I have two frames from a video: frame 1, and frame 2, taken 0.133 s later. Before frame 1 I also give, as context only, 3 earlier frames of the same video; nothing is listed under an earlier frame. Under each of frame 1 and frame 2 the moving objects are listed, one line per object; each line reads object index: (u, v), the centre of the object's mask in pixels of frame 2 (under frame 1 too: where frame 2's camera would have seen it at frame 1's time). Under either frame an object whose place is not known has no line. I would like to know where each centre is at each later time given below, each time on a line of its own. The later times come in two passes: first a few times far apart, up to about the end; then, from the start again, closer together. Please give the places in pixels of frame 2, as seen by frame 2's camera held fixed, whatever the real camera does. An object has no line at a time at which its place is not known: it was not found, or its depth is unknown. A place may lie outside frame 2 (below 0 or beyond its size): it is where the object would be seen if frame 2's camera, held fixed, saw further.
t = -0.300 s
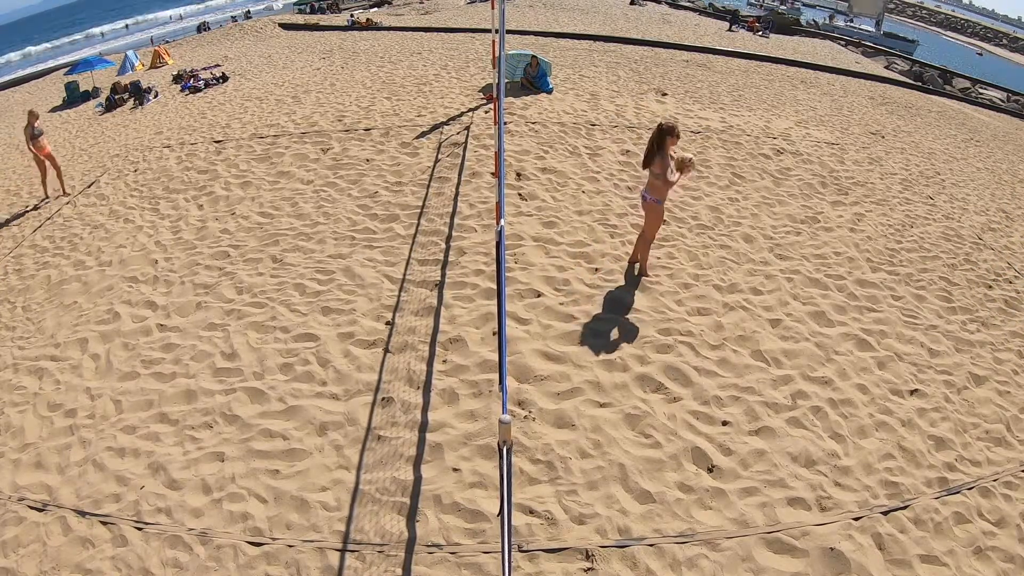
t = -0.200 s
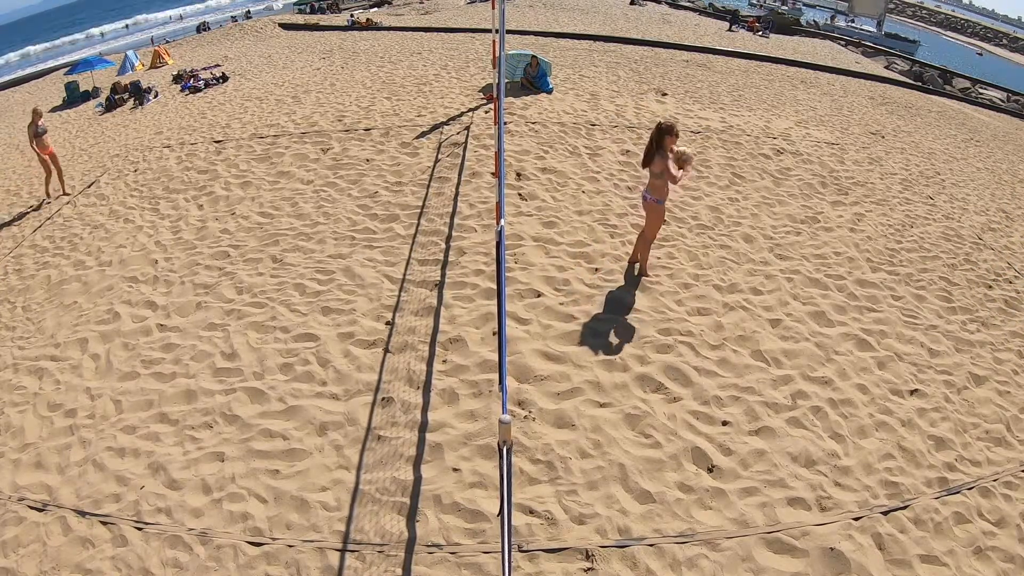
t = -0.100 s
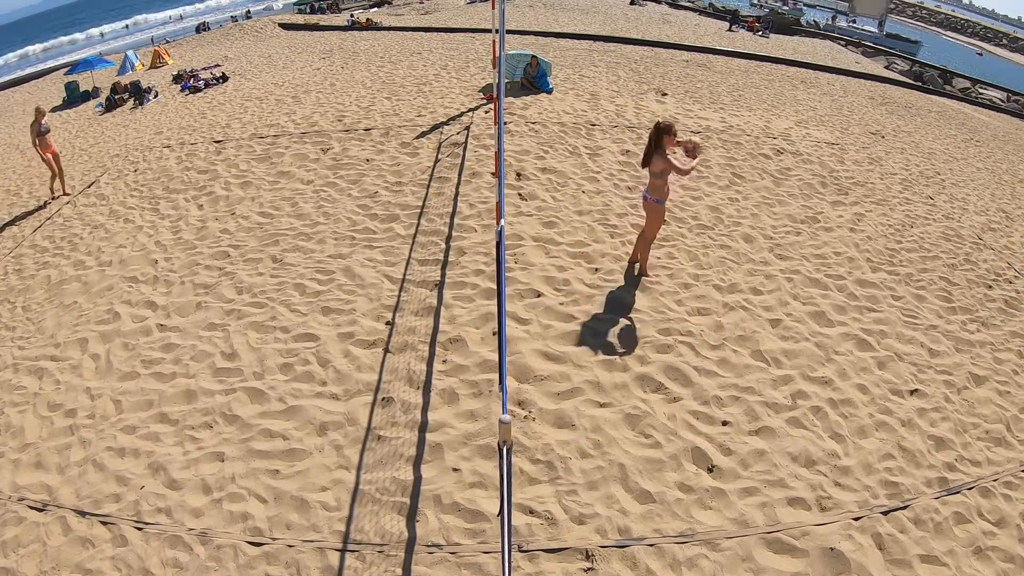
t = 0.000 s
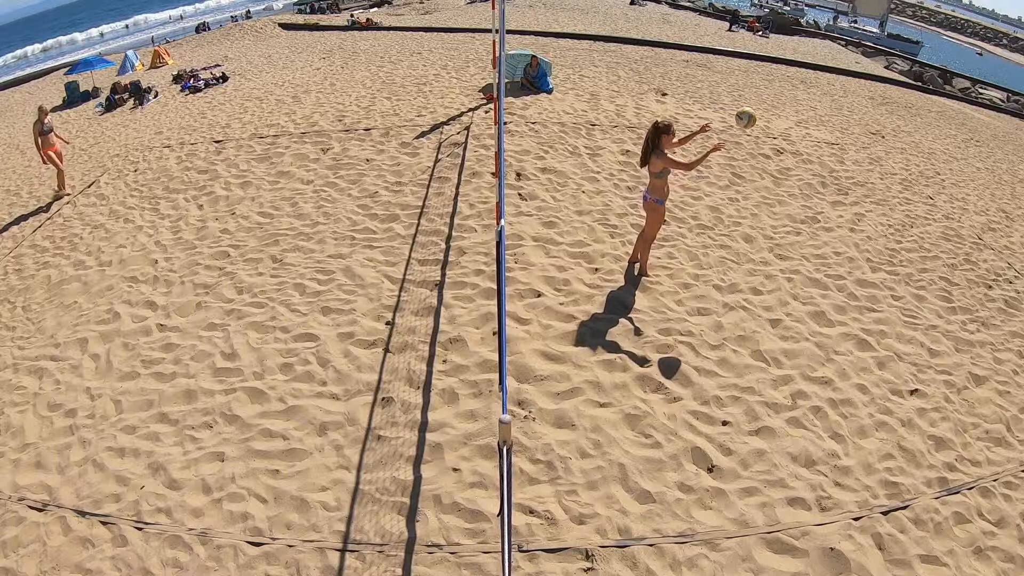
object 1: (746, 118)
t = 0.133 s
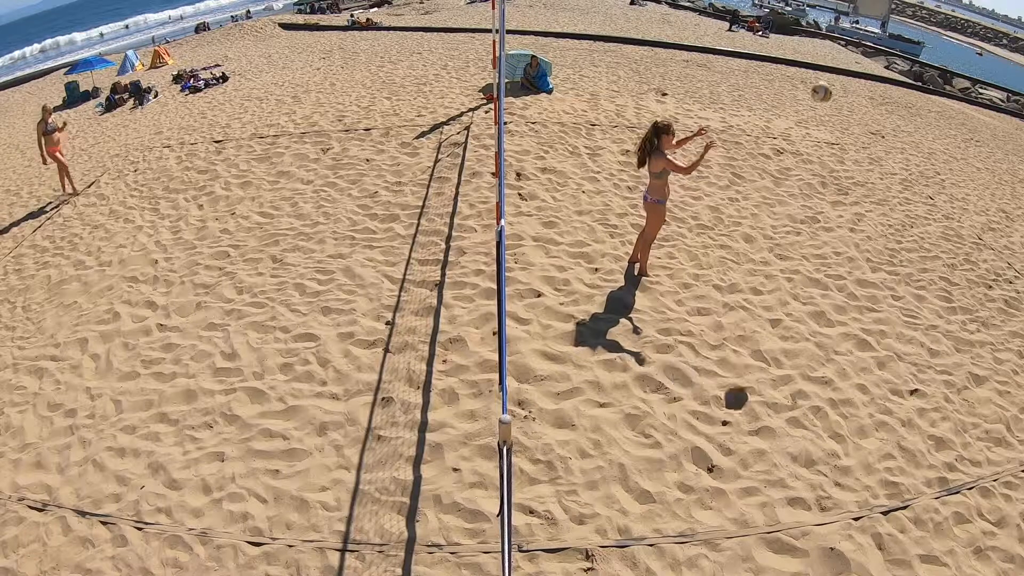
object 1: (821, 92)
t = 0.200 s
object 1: (855, 88)
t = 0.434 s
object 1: (951, 110)
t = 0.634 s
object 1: (1007, 162)
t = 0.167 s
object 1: (838, 88)
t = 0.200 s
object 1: (855, 88)
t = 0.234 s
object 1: (871, 87)
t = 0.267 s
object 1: (886, 88)
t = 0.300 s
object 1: (900, 91)
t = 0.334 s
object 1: (914, 93)
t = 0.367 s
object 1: (928, 97)
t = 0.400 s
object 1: (940, 103)
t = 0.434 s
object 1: (951, 110)
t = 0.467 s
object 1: (963, 117)
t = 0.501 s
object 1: (973, 125)
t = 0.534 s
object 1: (982, 133)
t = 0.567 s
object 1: (991, 143)
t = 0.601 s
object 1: (999, 152)
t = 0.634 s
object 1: (1007, 162)
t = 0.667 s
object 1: (1014, 173)
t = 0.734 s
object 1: (1020, 196)
